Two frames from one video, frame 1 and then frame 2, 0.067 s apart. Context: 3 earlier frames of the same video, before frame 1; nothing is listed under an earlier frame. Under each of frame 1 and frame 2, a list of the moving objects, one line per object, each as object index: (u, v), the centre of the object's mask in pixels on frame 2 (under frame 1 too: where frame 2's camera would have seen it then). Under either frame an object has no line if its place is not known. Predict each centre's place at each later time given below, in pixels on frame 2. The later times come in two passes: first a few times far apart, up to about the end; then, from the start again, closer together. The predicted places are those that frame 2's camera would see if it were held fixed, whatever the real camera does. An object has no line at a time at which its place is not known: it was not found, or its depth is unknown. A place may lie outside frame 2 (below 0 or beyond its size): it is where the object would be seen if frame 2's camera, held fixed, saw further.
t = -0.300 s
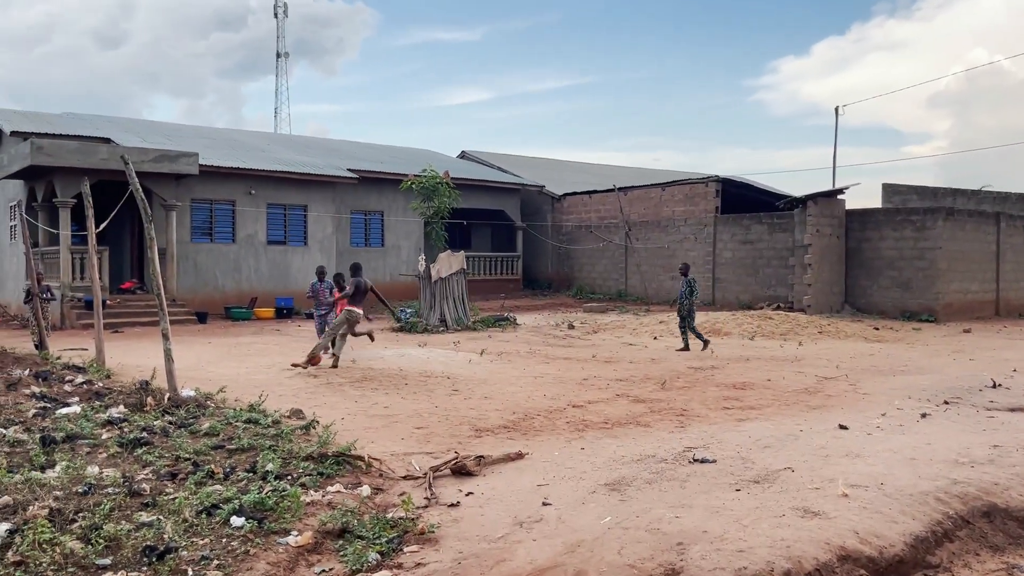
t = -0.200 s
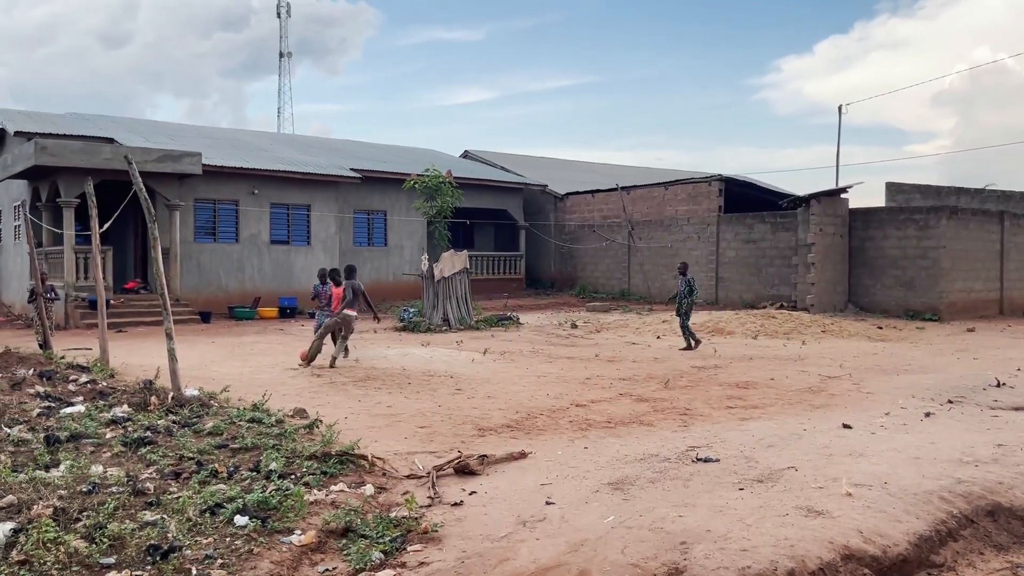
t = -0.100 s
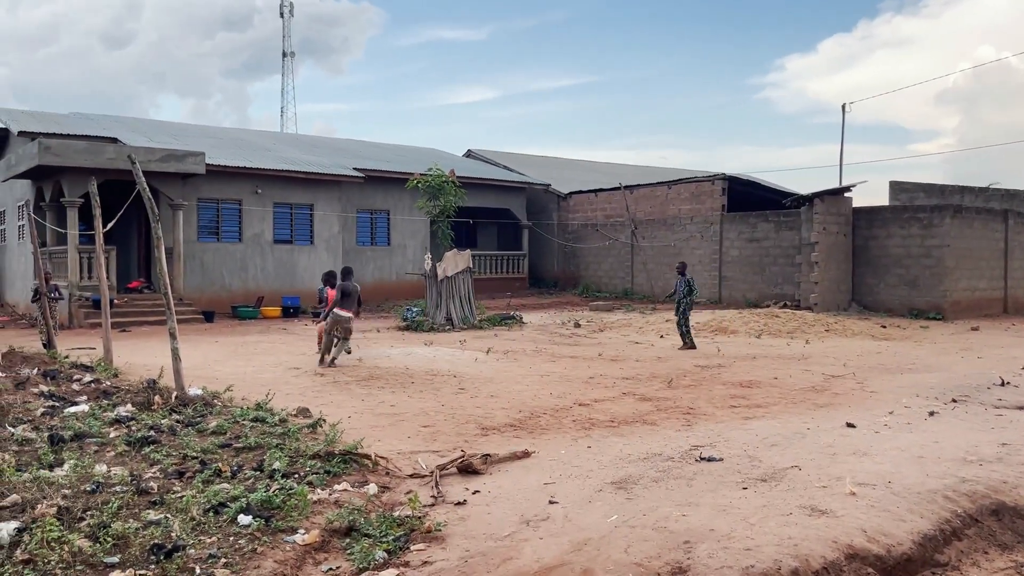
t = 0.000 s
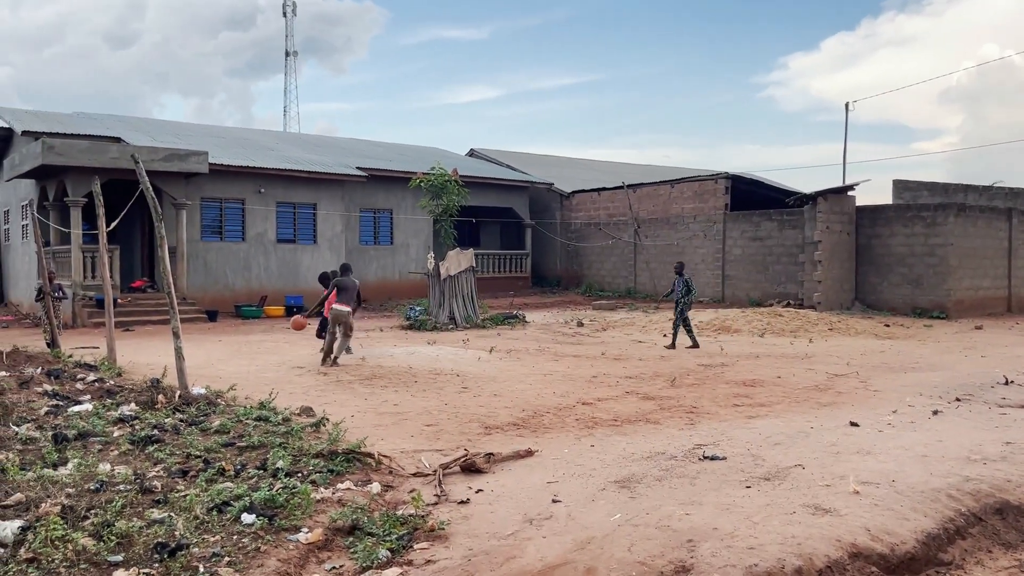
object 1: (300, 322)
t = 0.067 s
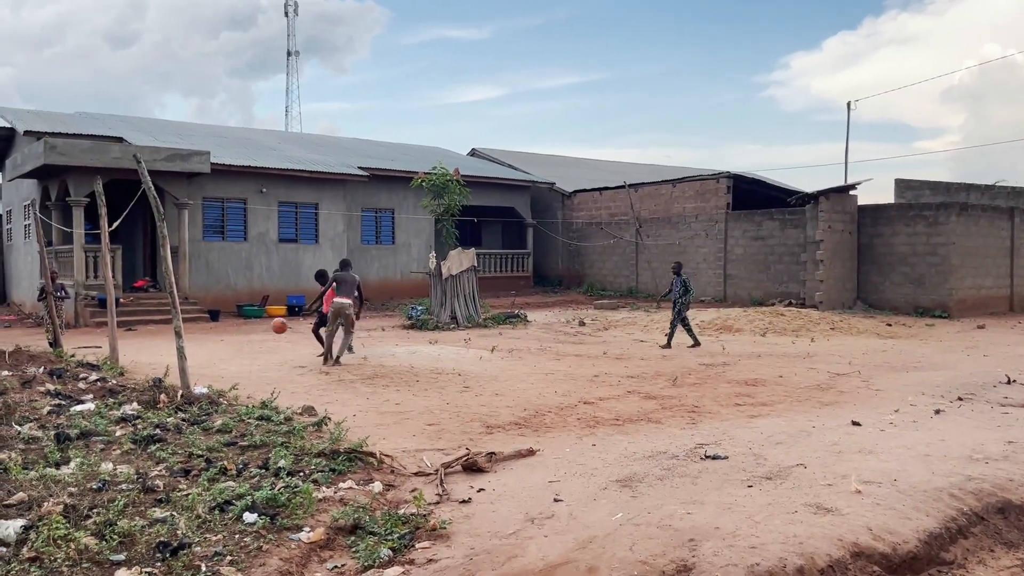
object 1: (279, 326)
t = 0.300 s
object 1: (202, 366)
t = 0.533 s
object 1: (172, 358)
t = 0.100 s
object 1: (269, 329)
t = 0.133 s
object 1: (258, 333)
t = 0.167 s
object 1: (247, 338)
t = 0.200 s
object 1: (236, 343)
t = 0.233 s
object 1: (225, 351)
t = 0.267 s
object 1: (213, 358)
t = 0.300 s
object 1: (202, 366)
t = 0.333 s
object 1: (197, 365)
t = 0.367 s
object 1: (194, 363)
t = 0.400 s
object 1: (191, 360)
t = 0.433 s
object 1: (190, 357)
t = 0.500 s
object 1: (173, 357)
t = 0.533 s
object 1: (172, 358)
